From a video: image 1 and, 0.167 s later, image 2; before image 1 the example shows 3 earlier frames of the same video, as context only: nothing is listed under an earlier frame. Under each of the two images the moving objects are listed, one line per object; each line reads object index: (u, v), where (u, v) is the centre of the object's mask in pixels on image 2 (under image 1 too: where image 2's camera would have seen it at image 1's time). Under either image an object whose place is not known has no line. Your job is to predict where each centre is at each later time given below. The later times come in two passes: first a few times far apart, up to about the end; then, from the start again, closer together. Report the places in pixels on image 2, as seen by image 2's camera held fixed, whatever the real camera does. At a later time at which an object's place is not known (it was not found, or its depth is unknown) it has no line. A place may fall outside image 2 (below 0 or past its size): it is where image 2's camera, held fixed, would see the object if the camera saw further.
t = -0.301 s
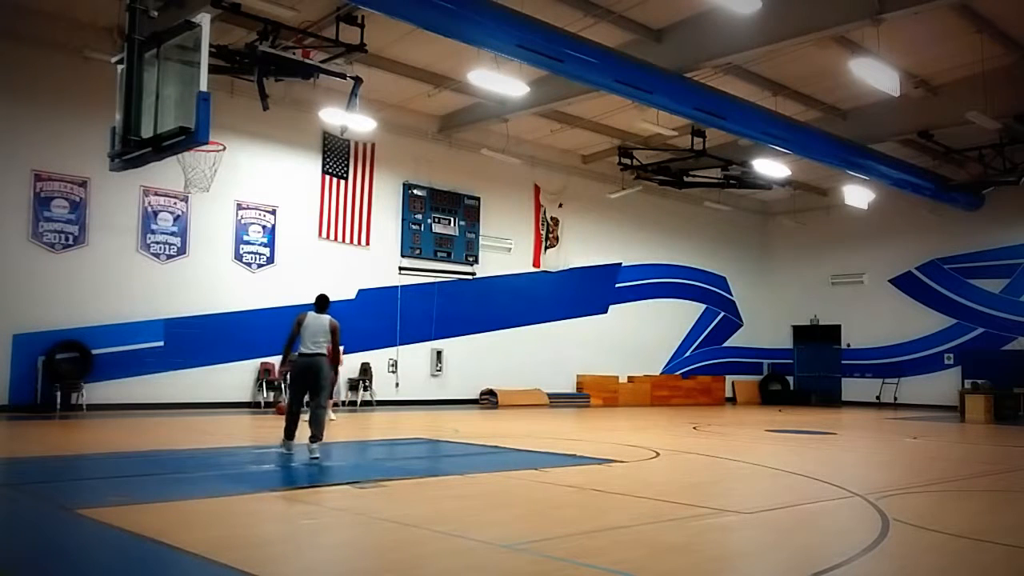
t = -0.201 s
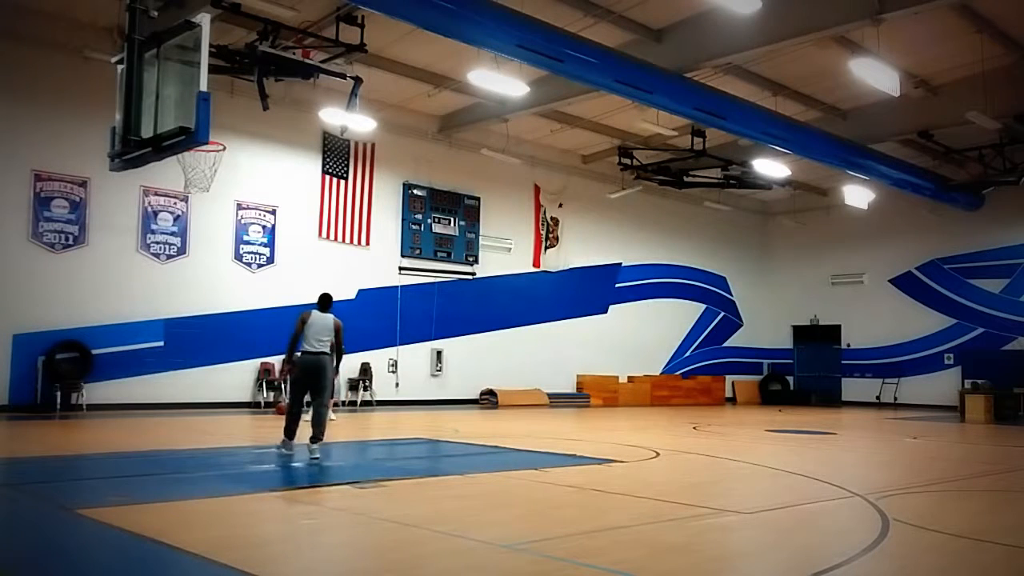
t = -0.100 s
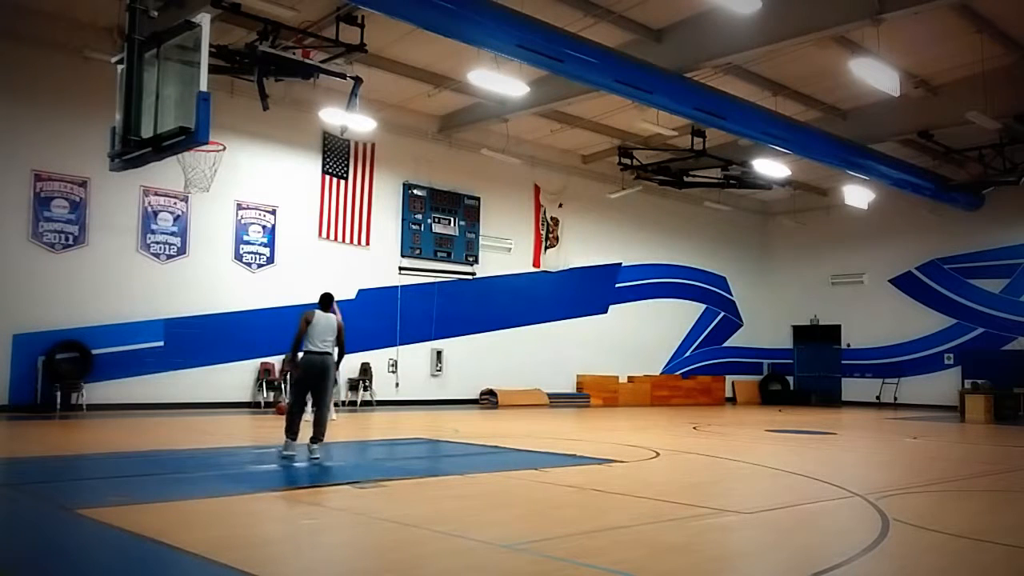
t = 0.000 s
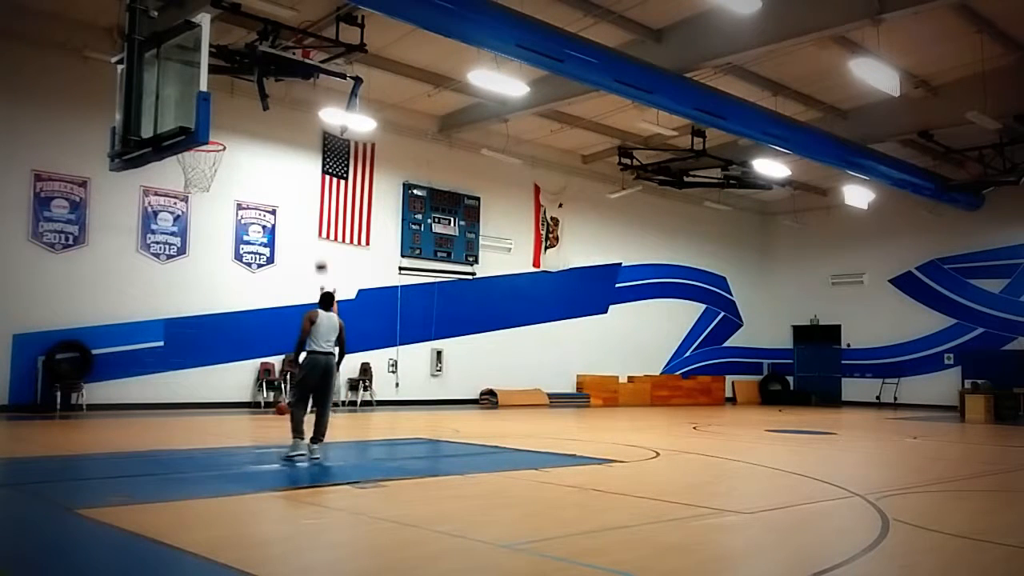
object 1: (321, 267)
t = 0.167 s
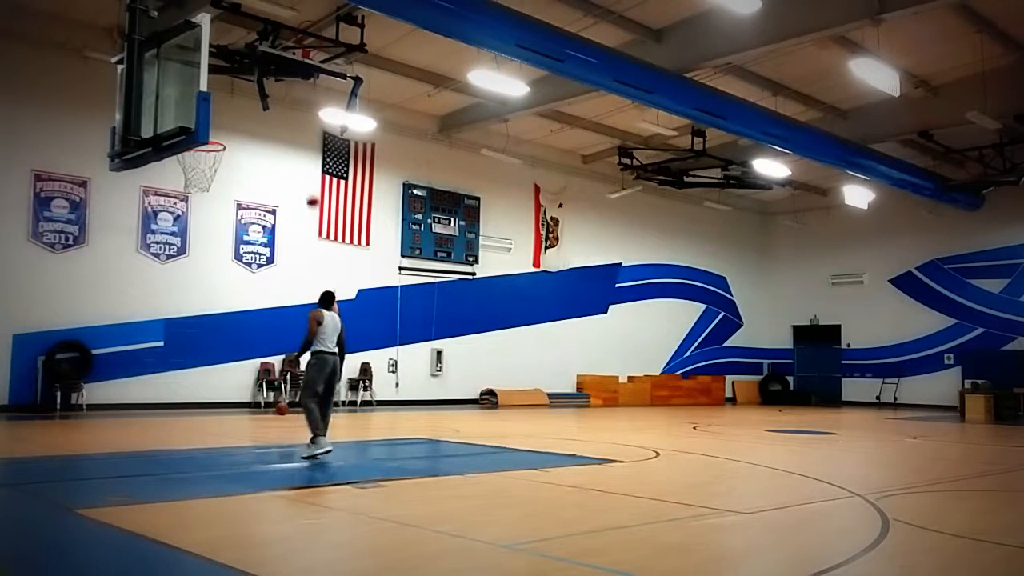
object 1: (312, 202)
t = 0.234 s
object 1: (308, 179)
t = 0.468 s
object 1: (290, 113)
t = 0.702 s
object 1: (270, 76)
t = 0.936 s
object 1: (239, 76)
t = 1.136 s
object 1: (213, 119)
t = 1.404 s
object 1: (200, 203)
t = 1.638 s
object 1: (186, 315)
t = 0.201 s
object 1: (310, 189)
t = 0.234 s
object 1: (308, 179)
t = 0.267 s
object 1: (306, 167)
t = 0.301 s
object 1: (304, 157)
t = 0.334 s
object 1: (301, 146)
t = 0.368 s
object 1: (299, 138)
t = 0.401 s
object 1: (296, 129)
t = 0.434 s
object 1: (294, 121)
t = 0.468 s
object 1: (290, 113)
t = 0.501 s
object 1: (288, 105)
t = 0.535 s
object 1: (285, 99)
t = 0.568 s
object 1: (282, 92)
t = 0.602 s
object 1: (278, 87)
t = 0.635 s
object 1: (276, 84)
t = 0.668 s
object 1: (272, 79)
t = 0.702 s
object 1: (270, 76)
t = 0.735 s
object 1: (266, 73)
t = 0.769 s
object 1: (263, 72)
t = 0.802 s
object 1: (257, 71)
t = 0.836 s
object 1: (253, 71)
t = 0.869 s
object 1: (248, 72)
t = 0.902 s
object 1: (244, 73)
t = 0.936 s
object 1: (239, 76)
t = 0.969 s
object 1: (234, 80)
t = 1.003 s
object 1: (228, 86)
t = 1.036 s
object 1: (223, 92)
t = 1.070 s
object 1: (219, 100)
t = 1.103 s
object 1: (216, 109)
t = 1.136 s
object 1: (213, 119)
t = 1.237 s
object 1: (203, 153)
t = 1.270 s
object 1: (205, 162)
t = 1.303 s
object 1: (203, 172)
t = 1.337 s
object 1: (202, 181)
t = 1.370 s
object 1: (201, 191)
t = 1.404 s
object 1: (200, 203)
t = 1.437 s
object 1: (198, 215)
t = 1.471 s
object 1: (196, 229)
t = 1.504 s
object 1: (195, 244)
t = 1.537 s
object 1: (193, 259)
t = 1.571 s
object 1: (190, 277)
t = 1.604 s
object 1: (188, 295)
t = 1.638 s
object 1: (186, 315)
